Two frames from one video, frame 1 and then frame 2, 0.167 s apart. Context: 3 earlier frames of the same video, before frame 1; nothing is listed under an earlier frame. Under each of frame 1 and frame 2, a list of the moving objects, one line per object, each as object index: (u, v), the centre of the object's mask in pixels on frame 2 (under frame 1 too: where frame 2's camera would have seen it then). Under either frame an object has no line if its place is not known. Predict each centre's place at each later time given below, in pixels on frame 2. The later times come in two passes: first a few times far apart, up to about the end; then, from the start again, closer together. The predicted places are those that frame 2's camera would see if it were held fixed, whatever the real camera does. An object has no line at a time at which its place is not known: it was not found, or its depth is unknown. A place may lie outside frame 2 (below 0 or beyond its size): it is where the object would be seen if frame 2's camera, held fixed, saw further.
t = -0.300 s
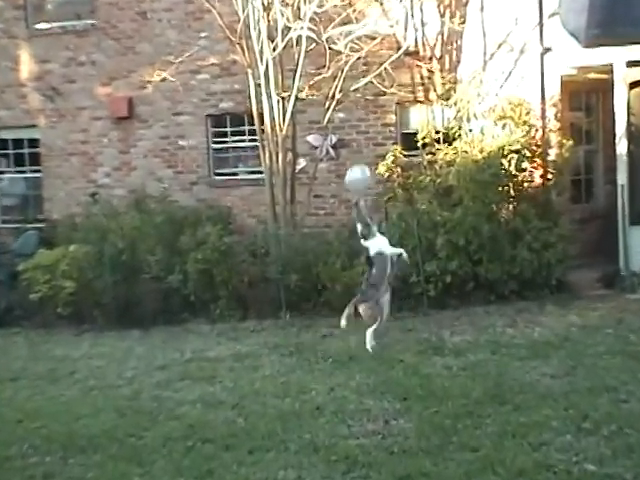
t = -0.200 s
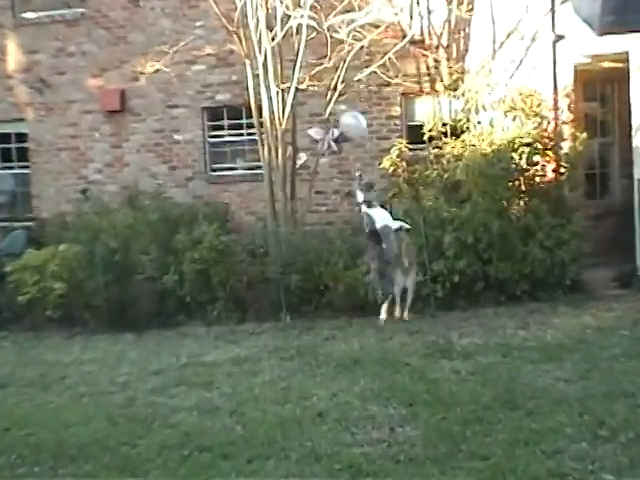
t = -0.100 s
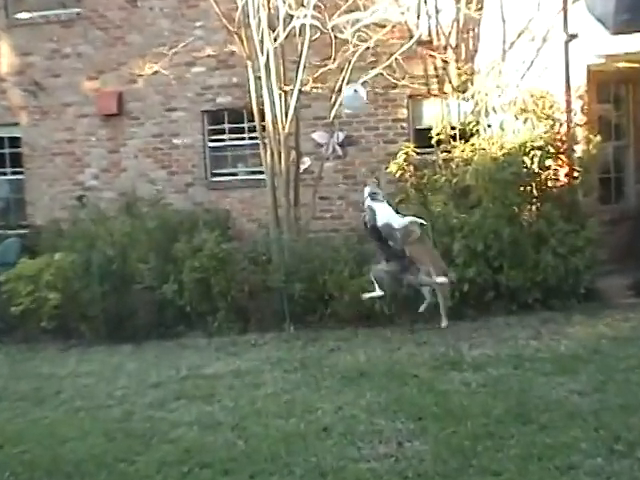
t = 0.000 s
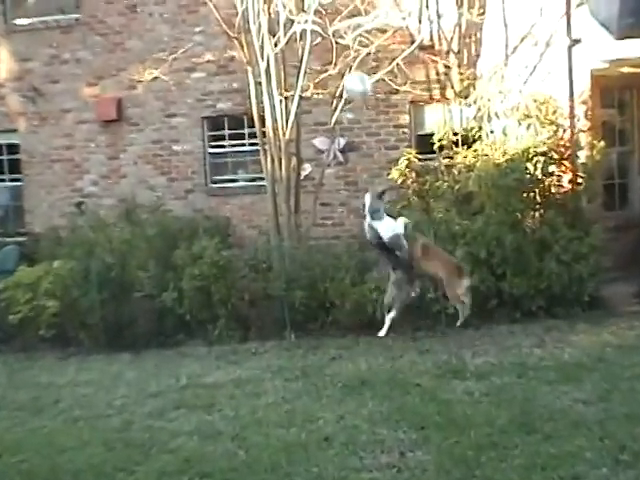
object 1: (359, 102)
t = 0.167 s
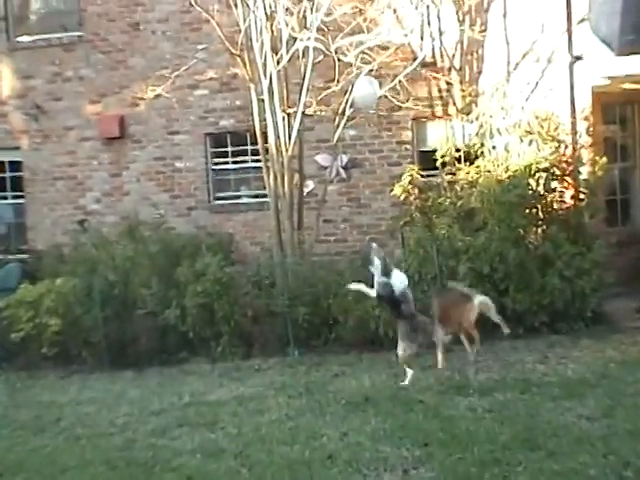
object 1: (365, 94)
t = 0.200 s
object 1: (366, 93)
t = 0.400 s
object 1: (363, 81)
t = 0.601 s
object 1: (361, 72)
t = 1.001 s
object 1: (360, 69)
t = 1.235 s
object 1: (362, 78)
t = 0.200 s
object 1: (366, 93)
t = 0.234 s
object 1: (366, 91)
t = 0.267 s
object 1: (365, 89)
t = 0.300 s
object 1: (364, 87)
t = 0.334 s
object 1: (363, 87)
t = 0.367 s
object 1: (364, 84)
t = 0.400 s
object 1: (363, 81)
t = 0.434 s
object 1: (363, 79)
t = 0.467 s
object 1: (363, 77)
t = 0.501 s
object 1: (362, 76)
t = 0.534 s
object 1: (362, 75)
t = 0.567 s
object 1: (361, 74)
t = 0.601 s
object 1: (361, 72)
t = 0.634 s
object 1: (361, 71)
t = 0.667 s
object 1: (361, 71)
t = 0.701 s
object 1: (360, 70)
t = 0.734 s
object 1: (360, 69)
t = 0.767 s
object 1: (360, 68)
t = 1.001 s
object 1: (360, 69)
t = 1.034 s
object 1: (360, 69)
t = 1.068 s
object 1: (360, 70)
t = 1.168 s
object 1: (361, 75)
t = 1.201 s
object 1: (361, 76)
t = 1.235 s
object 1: (362, 78)
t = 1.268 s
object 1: (362, 79)
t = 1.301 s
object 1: (362, 81)
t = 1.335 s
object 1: (363, 83)
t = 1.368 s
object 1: (363, 85)
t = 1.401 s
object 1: (364, 86)
